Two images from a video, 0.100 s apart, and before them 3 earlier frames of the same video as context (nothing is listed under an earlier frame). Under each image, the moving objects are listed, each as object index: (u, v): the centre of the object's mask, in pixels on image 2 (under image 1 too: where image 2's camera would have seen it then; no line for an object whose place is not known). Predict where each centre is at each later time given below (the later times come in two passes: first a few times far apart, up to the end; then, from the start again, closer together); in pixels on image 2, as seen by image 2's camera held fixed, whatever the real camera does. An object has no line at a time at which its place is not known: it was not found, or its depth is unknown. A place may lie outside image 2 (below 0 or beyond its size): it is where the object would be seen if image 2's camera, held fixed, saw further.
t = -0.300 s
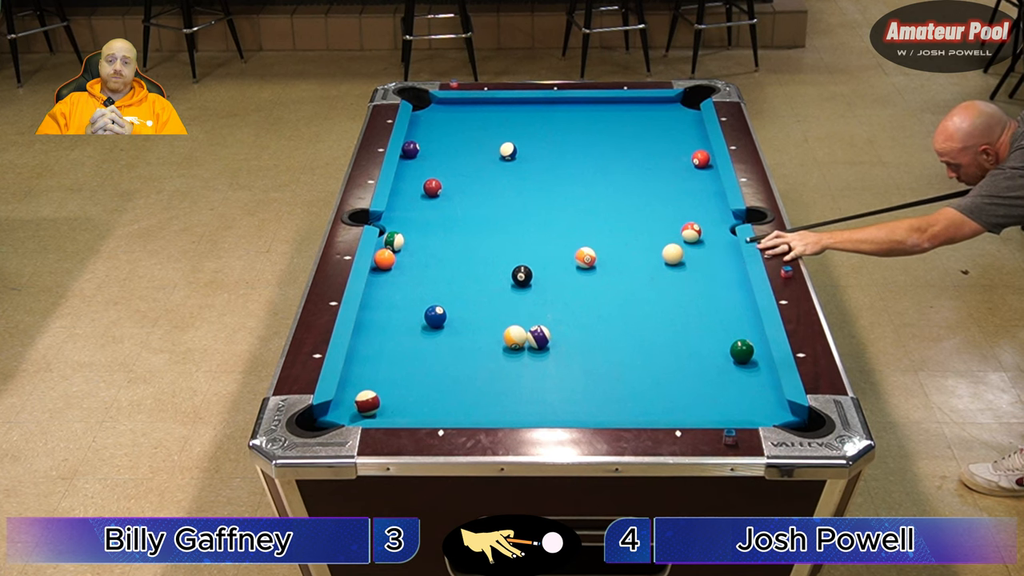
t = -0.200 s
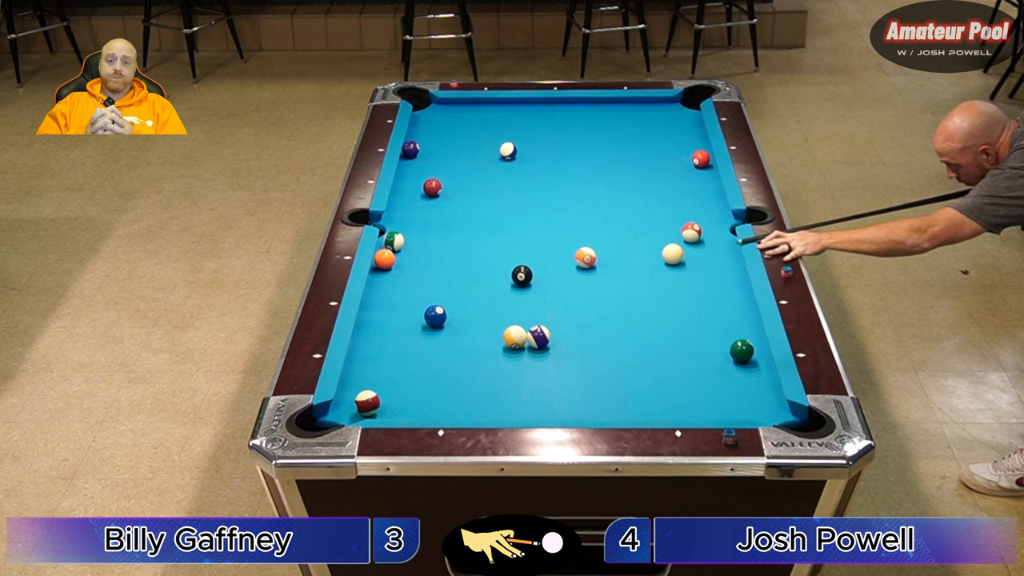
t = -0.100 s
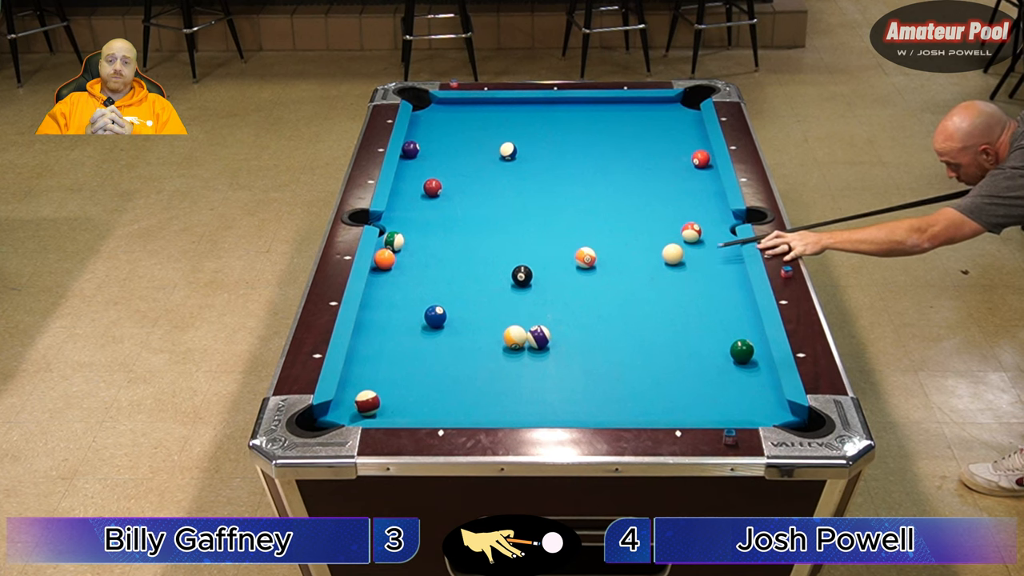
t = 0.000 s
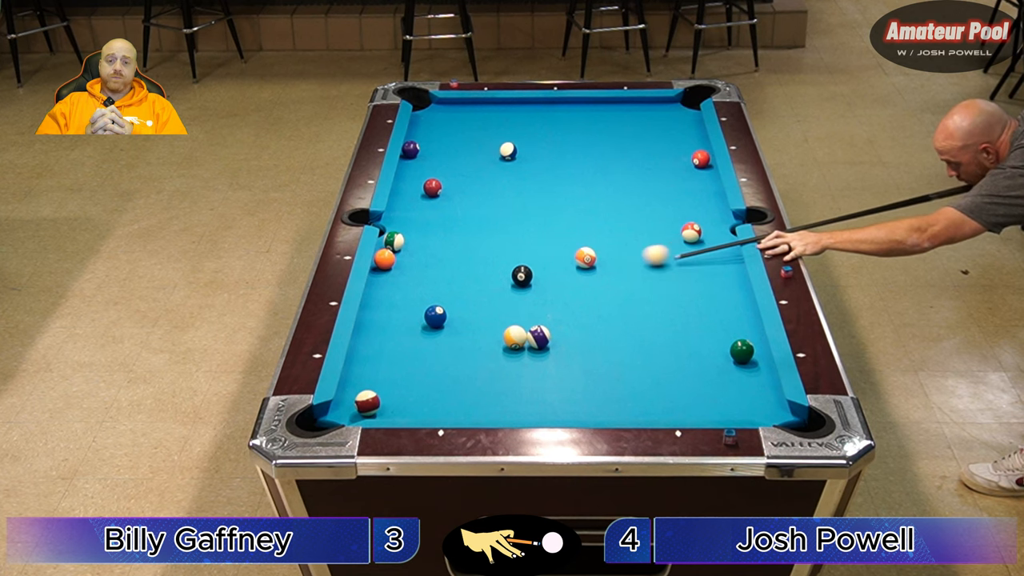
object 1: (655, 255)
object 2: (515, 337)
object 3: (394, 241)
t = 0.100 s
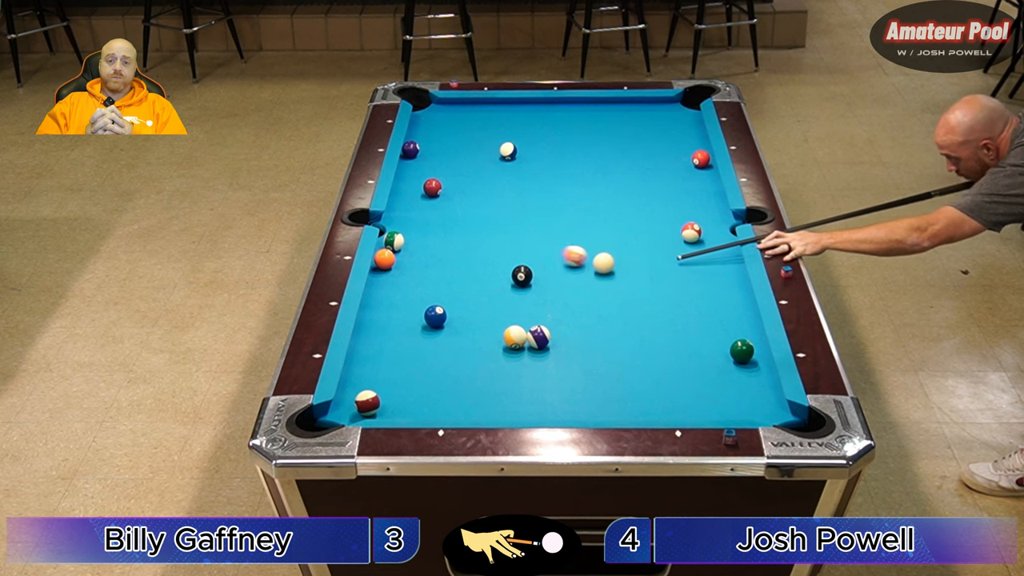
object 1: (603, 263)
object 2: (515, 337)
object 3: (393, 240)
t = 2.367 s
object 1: (595, 384)
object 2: (458, 337)
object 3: (418, 257)
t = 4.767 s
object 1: (612, 349)
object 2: (457, 337)
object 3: (418, 257)
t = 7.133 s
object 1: (612, 349)
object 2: (457, 337)
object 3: (418, 257)
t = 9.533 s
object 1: (612, 349)
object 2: (457, 337)
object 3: (418, 257)
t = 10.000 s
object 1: (612, 349)
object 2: (457, 337)
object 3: (418, 257)
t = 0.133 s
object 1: (601, 267)
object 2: (515, 337)
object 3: (393, 240)
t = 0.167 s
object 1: (599, 270)
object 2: (515, 337)
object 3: (394, 241)
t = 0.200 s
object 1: (597, 273)
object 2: (515, 337)
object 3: (393, 240)
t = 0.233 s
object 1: (595, 276)
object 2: (515, 337)
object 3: (393, 240)
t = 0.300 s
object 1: (591, 283)
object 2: (515, 337)
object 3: (393, 240)
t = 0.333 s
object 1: (589, 286)
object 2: (515, 337)
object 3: (394, 240)
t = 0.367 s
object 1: (587, 289)
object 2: (515, 337)
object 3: (393, 240)
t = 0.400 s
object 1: (585, 292)
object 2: (515, 337)
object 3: (394, 240)
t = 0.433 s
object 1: (584, 296)
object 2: (515, 337)
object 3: (394, 241)
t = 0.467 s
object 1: (582, 299)
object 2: (515, 337)
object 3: (393, 240)
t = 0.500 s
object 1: (580, 302)
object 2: (515, 337)
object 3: (393, 241)
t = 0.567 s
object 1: (576, 309)
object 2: (515, 337)
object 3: (393, 241)
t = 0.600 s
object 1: (574, 312)
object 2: (515, 337)
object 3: (390, 241)
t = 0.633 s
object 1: (572, 315)
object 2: (515, 337)
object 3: (387, 241)
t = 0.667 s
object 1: (570, 319)
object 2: (515, 337)
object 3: (387, 242)
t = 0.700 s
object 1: (568, 322)
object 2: (515, 337)
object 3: (389, 243)
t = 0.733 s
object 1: (566, 325)
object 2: (515, 337)
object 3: (390, 243)
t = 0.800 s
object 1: (562, 332)
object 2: (515, 337)
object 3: (392, 244)
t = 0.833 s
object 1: (562, 335)
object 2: (514, 337)
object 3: (393, 245)
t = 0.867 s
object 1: (562, 338)
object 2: (512, 337)
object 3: (395, 245)
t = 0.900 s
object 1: (563, 341)
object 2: (510, 337)
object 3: (396, 246)
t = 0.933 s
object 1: (564, 344)
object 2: (508, 337)
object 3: (397, 247)
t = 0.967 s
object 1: (565, 347)
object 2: (506, 337)
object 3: (398, 247)
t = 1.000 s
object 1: (566, 350)
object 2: (504, 337)
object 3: (399, 248)
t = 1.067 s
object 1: (567, 357)
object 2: (500, 337)
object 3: (400, 249)
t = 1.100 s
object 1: (568, 359)
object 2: (498, 337)
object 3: (401, 249)
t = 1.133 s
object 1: (569, 362)
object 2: (497, 337)
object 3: (402, 250)
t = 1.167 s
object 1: (570, 366)
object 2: (495, 337)
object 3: (403, 250)
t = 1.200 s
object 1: (570, 368)
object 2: (493, 337)
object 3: (404, 251)
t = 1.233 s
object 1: (571, 372)
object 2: (491, 337)
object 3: (405, 251)
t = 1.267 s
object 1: (572, 374)
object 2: (490, 337)
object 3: (405, 252)
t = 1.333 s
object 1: (573, 381)
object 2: (487, 338)
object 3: (407, 253)
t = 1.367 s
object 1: (574, 384)
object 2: (485, 338)
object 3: (408, 253)
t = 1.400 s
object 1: (575, 387)
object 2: (484, 338)
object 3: (408, 253)
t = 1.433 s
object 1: (576, 390)
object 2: (482, 338)
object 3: (409, 253)
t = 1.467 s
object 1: (577, 393)
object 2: (481, 338)
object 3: (410, 253)
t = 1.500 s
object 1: (577, 396)
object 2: (479, 338)
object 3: (410, 254)
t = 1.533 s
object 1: (578, 399)
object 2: (478, 338)
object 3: (411, 254)
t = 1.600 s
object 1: (580, 405)
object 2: (476, 338)
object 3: (412, 254)
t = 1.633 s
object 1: (581, 407)
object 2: (474, 338)
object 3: (413, 255)
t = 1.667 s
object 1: (582, 409)
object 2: (473, 337)
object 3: (413, 255)
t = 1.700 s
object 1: (583, 410)
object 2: (472, 338)
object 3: (413, 255)
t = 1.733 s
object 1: (583, 411)
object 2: (471, 338)
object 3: (414, 255)
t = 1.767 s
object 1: (584, 410)
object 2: (470, 338)
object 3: (414, 256)
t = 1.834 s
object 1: (586, 408)
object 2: (468, 338)
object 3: (415, 256)
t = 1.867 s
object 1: (586, 407)
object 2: (467, 338)
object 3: (416, 256)
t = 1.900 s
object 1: (587, 405)
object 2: (466, 338)
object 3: (416, 256)
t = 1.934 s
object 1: (588, 403)
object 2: (465, 338)
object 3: (416, 256)
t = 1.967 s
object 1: (588, 402)
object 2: (464, 338)
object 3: (417, 257)
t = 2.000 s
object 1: (589, 400)
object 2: (464, 338)
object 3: (417, 256)
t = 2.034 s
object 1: (590, 399)
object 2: (463, 338)
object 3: (417, 257)
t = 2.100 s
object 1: (591, 395)
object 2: (462, 338)
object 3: (418, 257)
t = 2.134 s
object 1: (592, 394)
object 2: (461, 338)
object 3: (418, 257)
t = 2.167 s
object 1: (592, 392)
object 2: (460, 337)
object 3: (418, 257)
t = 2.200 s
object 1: (593, 391)
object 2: (460, 337)
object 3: (418, 257)
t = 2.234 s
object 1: (593, 389)
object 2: (459, 337)
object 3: (418, 257)
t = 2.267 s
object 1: (594, 388)
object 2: (459, 337)
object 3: (418, 257)
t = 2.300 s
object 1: (594, 387)
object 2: (459, 337)
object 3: (418, 257)
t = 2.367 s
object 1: (595, 384)
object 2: (458, 337)
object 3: (418, 257)
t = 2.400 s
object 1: (596, 383)
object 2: (458, 337)
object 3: (418, 257)
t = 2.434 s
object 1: (596, 381)
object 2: (458, 337)
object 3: (418, 257)
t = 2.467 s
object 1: (597, 380)
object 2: (457, 337)
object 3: (418, 257)
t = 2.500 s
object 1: (597, 379)
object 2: (457, 337)
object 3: (418, 257)
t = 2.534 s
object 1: (598, 378)
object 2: (457, 337)
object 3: (418, 257)
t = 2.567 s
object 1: (598, 377)
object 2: (457, 337)
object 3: (418, 257)
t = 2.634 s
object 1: (600, 374)
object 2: (457, 337)
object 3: (418, 257)
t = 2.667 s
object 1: (600, 373)
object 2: (457, 337)
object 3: (418, 257)
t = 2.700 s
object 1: (600, 372)
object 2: (457, 337)
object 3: (418, 257)
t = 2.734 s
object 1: (601, 371)
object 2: (457, 337)
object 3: (418, 257)
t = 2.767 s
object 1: (601, 370)
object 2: (457, 337)
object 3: (418, 257)
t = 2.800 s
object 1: (602, 369)
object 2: (457, 337)
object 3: (418, 257)
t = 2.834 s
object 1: (602, 368)
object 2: (457, 337)
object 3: (418, 257)
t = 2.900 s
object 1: (603, 366)
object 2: (457, 337)
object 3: (418, 257)
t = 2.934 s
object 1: (603, 366)
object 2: (457, 337)
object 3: (418, 257)
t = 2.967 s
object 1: (604, 365)
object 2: (457, 337)
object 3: (418, 257)
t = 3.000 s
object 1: (604, 364)
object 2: (457, 337)
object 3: (418, 257)
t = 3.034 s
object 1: (605, 363)
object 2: (457, 337)
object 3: (418, 257)
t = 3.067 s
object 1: (605, 362)
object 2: (457, 337)
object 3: (418, 257)
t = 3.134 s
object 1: (606, 361)
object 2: (457, 337)
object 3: (418, 257)
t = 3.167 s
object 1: (606, 360)
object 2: (457, 337)
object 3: (418, 257)
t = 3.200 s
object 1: (606, 359)
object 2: (457, 337)
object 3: (418, 257)
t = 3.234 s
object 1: (606, 359)
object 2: (457, 337)
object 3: (418, 257)
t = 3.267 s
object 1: (607, 358)
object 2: (457, 337)
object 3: (418, 257)
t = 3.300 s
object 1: (607, 357)
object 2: (457, 337)
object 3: (418, 257)
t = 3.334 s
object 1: (607, 357)
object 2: (457, 337)
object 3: (418, 257)
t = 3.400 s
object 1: (608, 356)
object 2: (457, 337)
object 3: (418, 257)
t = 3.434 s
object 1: (608, 355)
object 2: (457, 337)
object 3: (418, 257)
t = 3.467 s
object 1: (608, 355)
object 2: (457, 337)
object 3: (418, 257)
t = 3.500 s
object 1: (608, 354)
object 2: (457, 337)
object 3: (418, 257)
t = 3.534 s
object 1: (609, 354)
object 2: (457, 337)
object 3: (418, 257)
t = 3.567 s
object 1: (609, 353)
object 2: (457, 337)
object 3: (418, 257)
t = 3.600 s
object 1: (609, 353)
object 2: (457, 337)
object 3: (418, 257)
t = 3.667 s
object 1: (609, 352)
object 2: (457, 337)
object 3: (418, 257)
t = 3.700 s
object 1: (609, 352)
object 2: (457, 337)
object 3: (418, 257)
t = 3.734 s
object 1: (610, 351)
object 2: (457, 337)
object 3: (418, 257)
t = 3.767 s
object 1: (610, 351)
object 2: (457, 337)
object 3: (418, 257)
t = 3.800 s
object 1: (610, 351)
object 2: (457, 337)
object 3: (418, 257)
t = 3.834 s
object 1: (610, 351)
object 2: (457, 337)
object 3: (418, 257)
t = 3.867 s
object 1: (610, 350)
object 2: (457, 337)
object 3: (418, 257)
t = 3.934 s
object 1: (610, 350)
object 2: (457, 337)
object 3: (418, 257)
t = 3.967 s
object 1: (611, 350)
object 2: (457, 337)
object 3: (418, 257)
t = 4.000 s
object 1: (611, 350)
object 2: (457, 337)
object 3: (418, 257)
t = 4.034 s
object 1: (611, 350)
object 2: (457, 337)
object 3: (418, 257)
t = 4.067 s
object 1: (611, 350)
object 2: (457, 337)
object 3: (418, 257)
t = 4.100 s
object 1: (611, 349)
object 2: (457, 337)
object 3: (418, 257)
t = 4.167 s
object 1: (611, 349)
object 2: (457, 337)
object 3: (418, 257)
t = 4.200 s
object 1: (612, 349)
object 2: (457, 337)
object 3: (418, 257)
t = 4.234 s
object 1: (612, 349)
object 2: (457, 337)
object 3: (418, 257)
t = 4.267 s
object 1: (612, 349)
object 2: (457, 337)
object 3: (418, 257)
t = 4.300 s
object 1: (612, 349)
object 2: (457, 337)
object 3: (418, 257)
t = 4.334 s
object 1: (612, 349)
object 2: (457, 337)
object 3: (418, 257)
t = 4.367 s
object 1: (612, 349)
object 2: (457, 337)
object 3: (418, 257)
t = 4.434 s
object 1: (612, 349)
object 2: (457, 337)
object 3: (418, 257)
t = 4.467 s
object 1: (612, 349)
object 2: (457, 337)
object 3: (418, 257)
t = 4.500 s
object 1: (612, 349)
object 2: (457, 337)
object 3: (418, 257)
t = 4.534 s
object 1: (612, 349)
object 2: (457, 337)
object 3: (418, 257)
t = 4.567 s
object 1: (612, 349)
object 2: (457, 337)
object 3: (418, 257)
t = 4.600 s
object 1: (612, 349)
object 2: (457, 337)
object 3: (418, 257)
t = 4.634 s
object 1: (612, 349)
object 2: (457, 337)
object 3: (418, 257)
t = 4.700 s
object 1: (612, 349)
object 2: (457, 337)
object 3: (418, 257)
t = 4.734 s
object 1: (612, 349)
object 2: (457, 337)
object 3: (418, 257)
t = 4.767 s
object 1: (612, 349)
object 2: (457, 337)
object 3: (418, 257)
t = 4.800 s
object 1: (612, 349)
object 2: (457, 337)
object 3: (418, 257)
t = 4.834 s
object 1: (612, 349)
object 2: (457, 337)
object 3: (418, 257)
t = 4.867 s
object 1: (612, 349)
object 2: (457, 337)
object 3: (418, 257)
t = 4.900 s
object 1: (612, 349)
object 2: (457, 337)
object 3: (418, 257)
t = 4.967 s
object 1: (612, 349)
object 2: (457, 337)
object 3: (418, 257)
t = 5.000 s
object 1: (612, 349)
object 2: (457, 337)
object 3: (418, 257)
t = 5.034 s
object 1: (612, 349)
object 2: (457, 337)
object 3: (418, 257)
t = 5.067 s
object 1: (612, 349)
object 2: (457, 337)
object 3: (418, 257)
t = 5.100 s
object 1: (612, 349)
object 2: (457, 337)
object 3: (418, 257)
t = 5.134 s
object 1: (612, 349)
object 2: (457, 337)
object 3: (418, 257)
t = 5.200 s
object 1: (612, 349)
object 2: (457, 337)
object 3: (418, 257)
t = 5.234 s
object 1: (612, 349)
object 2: (457, 337)
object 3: (418, 257)
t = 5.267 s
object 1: (612, 349)
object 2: (457, 337)
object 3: (418, 257)
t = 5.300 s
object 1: (612, 349)
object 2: (457, 337)
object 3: (418, 257)
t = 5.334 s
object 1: (612, 349)
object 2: (457, 337)
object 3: (418, 257)
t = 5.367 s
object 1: (612, 349)
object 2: (457, 337)
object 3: (418, 257)
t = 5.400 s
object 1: (612, 349)
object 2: (457, 337)
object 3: (418, 257)
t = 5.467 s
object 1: (612, 349)
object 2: (457, 337)
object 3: (418, 257)
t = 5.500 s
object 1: (612, 349)
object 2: (457, 337)
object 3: (418, 257)
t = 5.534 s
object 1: (612, 349)
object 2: (457, 337)
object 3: (418, 257)
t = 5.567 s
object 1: (612, 349)
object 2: (457, 337)
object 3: (418, 257)
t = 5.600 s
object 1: (612, 349)
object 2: (457, 337)
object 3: (418, 257)
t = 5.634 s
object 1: (612, 349)
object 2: (457, 337)
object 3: (418, 257)
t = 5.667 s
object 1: (612, 349)
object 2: (457, 337)
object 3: (418, 257)
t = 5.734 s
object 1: (612, 349)
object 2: (457, 337)
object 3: (418, 257)
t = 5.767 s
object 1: (612, 349)
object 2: (457, 337)
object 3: (418, 257)
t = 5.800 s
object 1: (612, 349)
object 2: (457, 337)
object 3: (418, 257)
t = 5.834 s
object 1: (612, 349)
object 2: (457, 337)
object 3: (418, 257)
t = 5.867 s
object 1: (612, 349)
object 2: (457, 337)
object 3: (418, 257)
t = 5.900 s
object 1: (612, 349)
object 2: (457, 337)
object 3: (418, 257)
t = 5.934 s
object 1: (612, 349)
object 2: (457, 337)
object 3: (418, 257)
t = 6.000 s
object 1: (612, 349)
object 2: (457, 337)
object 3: (418, 257)
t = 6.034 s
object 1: (612, 349)
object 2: (457, 337)
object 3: (418, 257)
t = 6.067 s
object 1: (612, 349)
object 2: (457, 337)
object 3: (418, 257)
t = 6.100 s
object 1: (612, 349)
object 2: (457, 337)
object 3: (417, 257)
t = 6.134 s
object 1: (612, 349)
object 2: (457, 337)
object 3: (418, 257)
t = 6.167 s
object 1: (612, 349)
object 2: (457, 337)
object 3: (418, 257)
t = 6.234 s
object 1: (612, 349)
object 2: (457, 337)
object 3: (418, 257)
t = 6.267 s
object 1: (612, 349)
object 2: (457, 337)
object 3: (418, 257)
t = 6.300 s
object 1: (612, 349)
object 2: (457, 337)
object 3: (418, 257)
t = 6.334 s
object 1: (612, 349)
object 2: (457, 337)
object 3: (418, 257)
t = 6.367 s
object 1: (612, 349)
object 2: (457, 337)
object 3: (418, 257)
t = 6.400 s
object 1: (612, 349)
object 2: (457, 337)
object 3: (418, 257)
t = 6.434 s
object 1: (612, 349)
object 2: (457, 337)
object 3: (418, 257)
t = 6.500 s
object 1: (612, 349)
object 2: (457, 337)
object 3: (418, 257)
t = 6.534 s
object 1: (612, 349)
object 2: (457, 337)
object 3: (418, 257)
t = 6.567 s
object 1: (612, 349)
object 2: (457, 337)
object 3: (418, 257)
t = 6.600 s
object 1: (612, 349)
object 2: (457, 337)
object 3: (418, 257)
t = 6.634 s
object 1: (612, 349)
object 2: (457, 337)
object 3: (418, 257)
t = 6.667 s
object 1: (612, 349)
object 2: (457, 337)
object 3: (418, 257)
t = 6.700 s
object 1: (612, 349)
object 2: (457, 337)
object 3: (418, 257)
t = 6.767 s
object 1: (612, 349)
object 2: (457, 337)
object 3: (418, 257)
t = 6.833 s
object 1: (612, 349)
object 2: (457, 337)
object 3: (418, 257)
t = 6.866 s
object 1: (612, 349)
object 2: (457, 337)
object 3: (418, 257)
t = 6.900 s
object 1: (612, 349)
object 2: (457, 337)
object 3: (418, 257)
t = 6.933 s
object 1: (612, 349)
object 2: (457, 337)
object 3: (418, 257)
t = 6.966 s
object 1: (612, 349)
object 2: (457, 337)
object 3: (418, 257)
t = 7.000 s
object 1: (612, 349)
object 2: (457, 337)
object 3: (418, 257)
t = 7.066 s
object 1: (612, 349)
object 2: (457, 337)
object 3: (418, 257)
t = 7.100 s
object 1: (612, 349)
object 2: (457, 337)
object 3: (418, 257)
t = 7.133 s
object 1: (612, 349)
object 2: (457, 337)
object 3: (418, 257)
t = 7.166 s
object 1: (612, 349)
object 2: (457, 337)
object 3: (418, 257)
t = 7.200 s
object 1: (612, 349)
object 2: (457, 337)
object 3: (418, 257)
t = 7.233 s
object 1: (612, 349)
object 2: (457, 337)
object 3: (418, 257)
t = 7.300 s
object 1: (612, 349)
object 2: (457, 337)
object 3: (418, 257)
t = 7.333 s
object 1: (612, 349)
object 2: (457, 337)
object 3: (418, 257)
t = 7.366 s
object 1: (612, 349)
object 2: (457, 337)
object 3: (418, 257)
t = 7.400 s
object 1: (612, 349)
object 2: (457, 337)
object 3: (418, 257)
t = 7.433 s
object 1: (612, 349)
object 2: (457, 337)
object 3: (418, 257)
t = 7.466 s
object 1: (612, 349)
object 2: (457, 337)
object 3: (418, 257)
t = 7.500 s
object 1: (612, 349)
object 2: (457, 337)
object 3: (418, 257)
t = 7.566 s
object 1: (612, 349)
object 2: (457, 337)
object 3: (418, 257)
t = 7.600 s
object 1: (612, 349)
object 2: (457, 337)
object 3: (418, 257)
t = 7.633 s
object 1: (612, 349)
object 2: (457, 337)
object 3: (418, 257)
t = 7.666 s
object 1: (612, 349)
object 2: (457, 337)
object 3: (418, 257)
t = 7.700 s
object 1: (612, 349)
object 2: (457, 337)
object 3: (418, 257)
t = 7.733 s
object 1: (612, 349)
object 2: (457, 337)
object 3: (418, 257)
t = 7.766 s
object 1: (612, 349)
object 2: (457, 337)
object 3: (418, 257)
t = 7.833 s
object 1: (612, 349)
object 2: (457, 337)
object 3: (418, 257)
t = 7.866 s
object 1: (612, 349)
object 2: (457, 337)
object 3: (418, 257)
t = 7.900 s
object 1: (612, 349)
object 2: (457, 337)
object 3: (418, 257)
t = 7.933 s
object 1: (612, 349)
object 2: (457, 337)
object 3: (418, 257)
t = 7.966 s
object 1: (612, 349)
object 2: (457, 337)
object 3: (418, 257)
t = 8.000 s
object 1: (612, 349)
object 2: (457, 337)
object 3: (418, 257)
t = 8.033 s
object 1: (612, 349)
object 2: (457, 337)
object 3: (418, 257)
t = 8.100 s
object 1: (612, 349)
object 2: (457, 337)
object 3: (418, 257)
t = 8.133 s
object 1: (612, 349)
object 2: (457, 337)
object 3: (418, 257)
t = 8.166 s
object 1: (612, 349)
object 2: (457, 337)
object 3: (418, 257)
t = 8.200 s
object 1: (612, 349)
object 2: (457, 337)
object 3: (418, 257)
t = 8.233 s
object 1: (612, 349)
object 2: (457, 337)
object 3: (418, 257)
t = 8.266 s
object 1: (612, 349)
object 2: (457, 337)
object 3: (418, 257)
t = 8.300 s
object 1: (612, 349)
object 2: (457, 337)
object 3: (418, 257)
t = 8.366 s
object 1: (612, 349)
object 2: (457, 337)
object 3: (418, 257)
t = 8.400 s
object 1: (612, 349)
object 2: (457, 337)
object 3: (418, 257)
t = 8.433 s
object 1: (612, 349)
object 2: (457, 337)
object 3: (418, 257)
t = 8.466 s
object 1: (612, 349)
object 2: (457, 337)
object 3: (418, 257)
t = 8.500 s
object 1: (612, 349)
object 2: (457, 337)
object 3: (418, 257)
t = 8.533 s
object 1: (612, 349)
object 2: (457, 337)
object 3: (418, 257)
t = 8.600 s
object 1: (612, 349)
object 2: (457, 337)
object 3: (418, 257)
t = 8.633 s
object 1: (612, 349)
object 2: (457, 337)
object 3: (418, 257)
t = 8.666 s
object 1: (612, 349)
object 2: (457, 337)
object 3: (418, 257)
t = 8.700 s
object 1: (612, 349)
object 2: (457, 337)
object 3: (418, 257)
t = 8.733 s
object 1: (612, 349)
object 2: (457, 337)
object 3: (418, 257)
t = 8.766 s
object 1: (612, 349)
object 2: (457, 337)
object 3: (418, 257)
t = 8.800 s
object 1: (612, 349)
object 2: (457, 337)
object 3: (418, 257)
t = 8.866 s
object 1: (612, 349)
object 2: (457, 337)
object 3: (418, 257)
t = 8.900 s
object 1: (612, 349)
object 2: (457, 337)
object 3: (418, 257)
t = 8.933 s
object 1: (612, 349)
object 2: (457, 337)
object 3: (418, 257)
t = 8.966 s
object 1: (612, 349)
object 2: (457, 337)
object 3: (418, 257)
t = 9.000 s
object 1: (612, 349)
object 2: (457, 337)
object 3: (418, 257)
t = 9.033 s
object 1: (612, 349)
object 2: (457, 337)
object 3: (418, 257)
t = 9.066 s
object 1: (612, 349)
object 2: (457, 337)
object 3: (418, 257)
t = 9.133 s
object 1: (612, 349)
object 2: (457, 337)
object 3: (418, 257)
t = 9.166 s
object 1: (612, 349)
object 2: (457, 337)
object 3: (418, 257)
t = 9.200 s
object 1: (612, 349)
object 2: (457, 337)
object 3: (418, 257)
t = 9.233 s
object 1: (612, 349)
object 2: (457, 337)
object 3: (418, 257)
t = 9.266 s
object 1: (612, 349)
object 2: (457, 337)
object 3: (418, 257)
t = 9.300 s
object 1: (612, 349)
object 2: (457, 337)
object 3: (418, 257)
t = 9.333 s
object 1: (612, 349)
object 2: (457, 337)
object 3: (418, 257)
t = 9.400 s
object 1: (612, 349)
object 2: (457, 337)
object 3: (418, 257)
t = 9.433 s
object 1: (612, 349)
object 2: (457, 337)
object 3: (418, 257)
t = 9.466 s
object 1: (612, 349)
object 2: (457, 337)
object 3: (418, 257)
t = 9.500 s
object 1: (612, 349)
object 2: (457, 337)
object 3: (418, 257)
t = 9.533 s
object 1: (612, 349)
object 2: (457, 337)
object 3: (418, 257)
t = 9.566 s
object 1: (612, 349)
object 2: (457, 337)
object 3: (418, 257)
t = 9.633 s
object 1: (612, 349)
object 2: (457, 337)
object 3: (418, 257)
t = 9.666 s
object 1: (612, 349)
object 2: (457, 337)
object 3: (418, 257)
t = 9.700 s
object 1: (612, 349)
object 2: (457, 337)
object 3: (418, 257)
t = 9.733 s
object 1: (612, 349)
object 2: (457, 337)
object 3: (418, 257)
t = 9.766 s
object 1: (612, 349)
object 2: (457, 337)
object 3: (418, 257)
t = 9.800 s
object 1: (612, 349)
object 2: (457, 337)
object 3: (418, 257)
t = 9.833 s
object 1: (612, 349)
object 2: (457, 337)
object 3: (418, 257)
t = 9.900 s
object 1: (612, 349)
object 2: (457, 337)
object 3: (418, 257)
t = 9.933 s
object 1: (612, 349)
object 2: (457, 337)
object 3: (418, 257)
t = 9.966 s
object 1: (612, 349)
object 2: (457, 337)
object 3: (418, 257)
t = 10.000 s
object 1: (612, 349)
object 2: (457, 337)
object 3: (418, 257)
